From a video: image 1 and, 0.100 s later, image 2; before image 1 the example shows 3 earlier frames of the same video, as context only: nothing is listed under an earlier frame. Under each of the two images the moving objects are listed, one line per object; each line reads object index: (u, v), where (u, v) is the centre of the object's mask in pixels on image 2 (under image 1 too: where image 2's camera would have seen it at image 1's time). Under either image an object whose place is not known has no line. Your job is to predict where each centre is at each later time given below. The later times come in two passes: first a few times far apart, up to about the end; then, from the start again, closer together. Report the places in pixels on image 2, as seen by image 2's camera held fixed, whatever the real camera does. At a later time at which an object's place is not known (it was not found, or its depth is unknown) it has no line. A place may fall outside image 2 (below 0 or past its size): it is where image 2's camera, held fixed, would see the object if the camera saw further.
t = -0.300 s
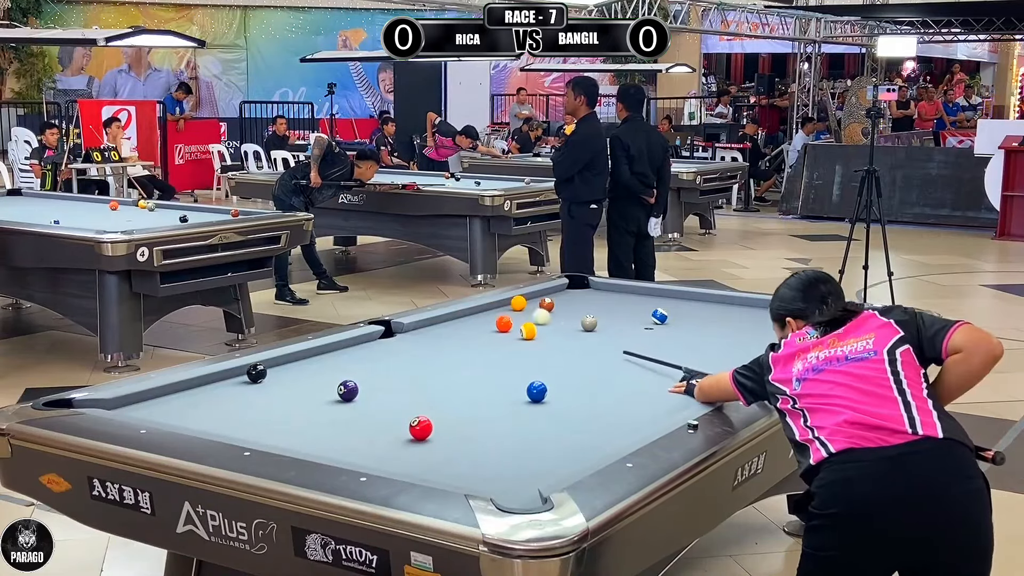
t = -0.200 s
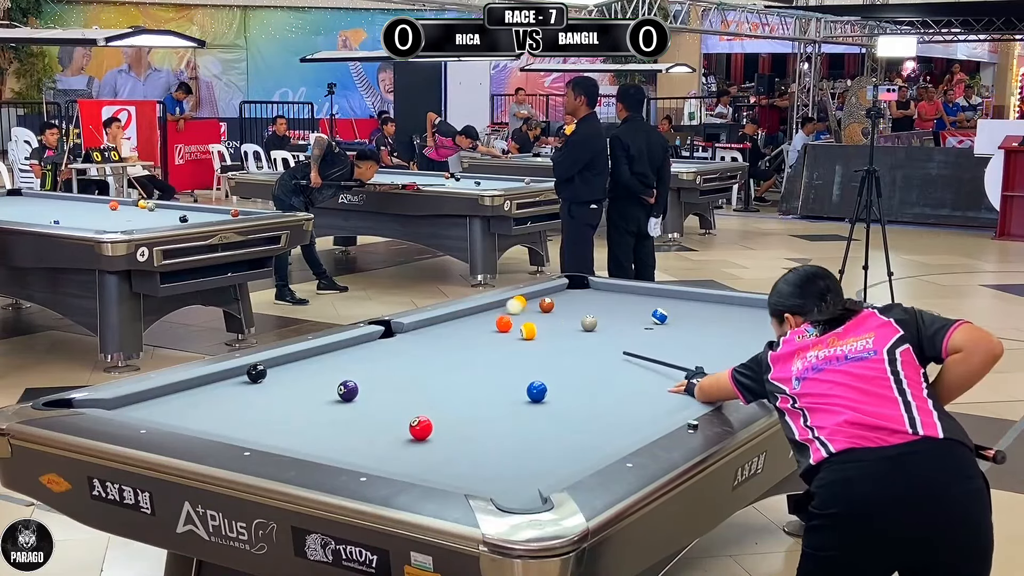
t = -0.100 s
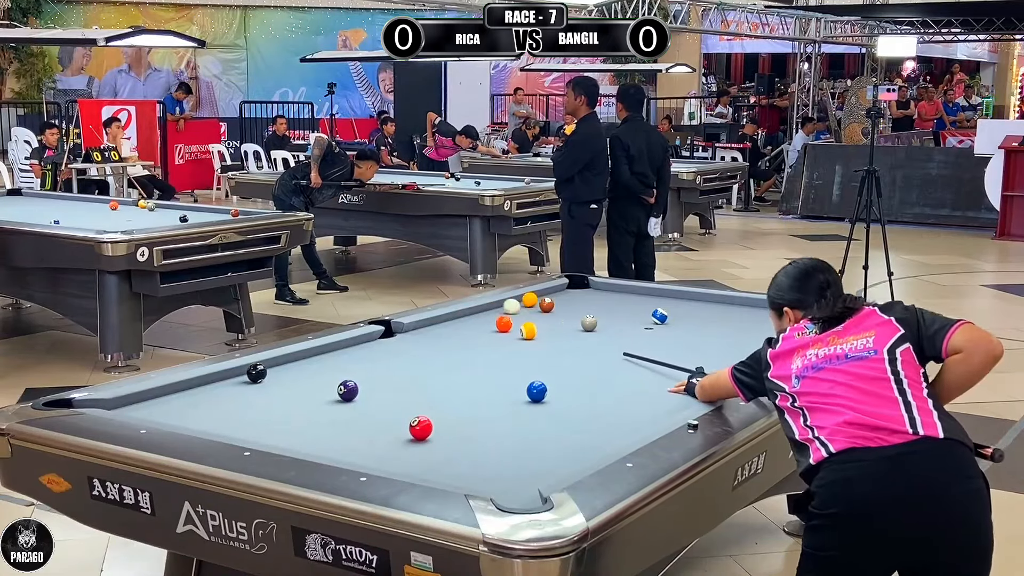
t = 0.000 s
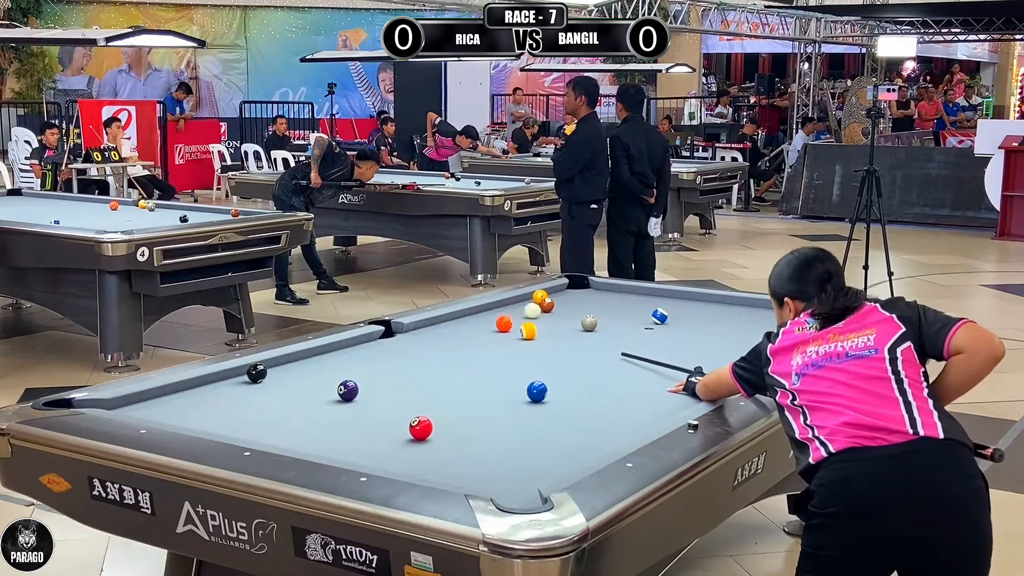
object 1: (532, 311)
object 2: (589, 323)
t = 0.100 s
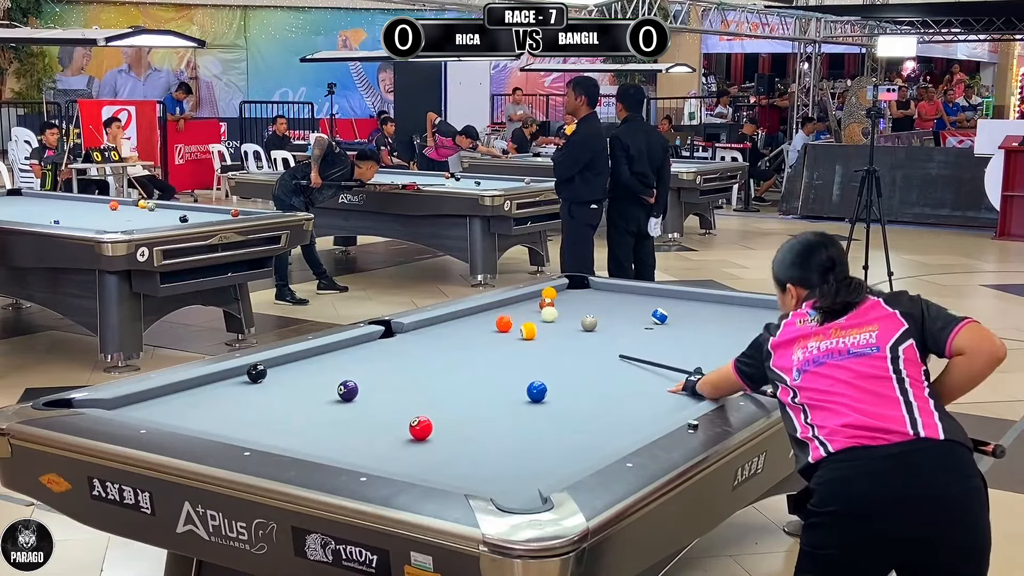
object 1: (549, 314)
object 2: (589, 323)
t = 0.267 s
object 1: (576, 319)
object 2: (589, 323)
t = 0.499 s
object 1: (593, 320)
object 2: (608, 329)
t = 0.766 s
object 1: (609, 321)
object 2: (629, 335)
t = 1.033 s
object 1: (623, 321)
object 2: (648, 341)
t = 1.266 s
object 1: (634, 322)
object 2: (666, 346)
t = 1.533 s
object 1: (644, 322)
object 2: (685, 352)
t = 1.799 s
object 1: (654, 323)
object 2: (704, 357)
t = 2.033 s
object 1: (661, 323)
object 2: (721, 362)
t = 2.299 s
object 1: (667, 323)
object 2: (739, 367)
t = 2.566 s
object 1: (671, 323)
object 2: (756, 371)
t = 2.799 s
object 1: (673, 324)
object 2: (749, 371)
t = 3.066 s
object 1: (674, 323)
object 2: (739, 372)
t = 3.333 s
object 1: (674, 323)
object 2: (730, 372)
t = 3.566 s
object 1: (674, 323)
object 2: (725, 372)
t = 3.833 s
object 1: (674, 323)
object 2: (721, 372)
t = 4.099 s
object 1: (674, 323)
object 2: (719, 371)
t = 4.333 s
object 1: (674, 323)
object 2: (718, 372)
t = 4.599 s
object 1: (674, 323)
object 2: (718, 372)
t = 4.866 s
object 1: (674, 323)
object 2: (718, 372)
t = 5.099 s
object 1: (674, 323)
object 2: (718, 372)
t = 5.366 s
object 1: (674, 323)
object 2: (718, 372)
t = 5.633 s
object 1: (674, 323)
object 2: (718, 372)
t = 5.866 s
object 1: (674, 323)
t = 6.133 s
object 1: (674, 323)
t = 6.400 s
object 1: (674, 323)
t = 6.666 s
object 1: (674, 323)
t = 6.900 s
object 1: (674, 323)
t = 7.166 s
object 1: (674, 323)
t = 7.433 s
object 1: (674, 323)
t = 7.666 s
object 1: (674, 323)
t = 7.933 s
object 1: (674, 323)
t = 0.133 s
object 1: (555, 316)
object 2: (589, 323)
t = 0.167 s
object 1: (560, 317)
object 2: (589, 323)
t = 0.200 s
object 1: (566, 317)
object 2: (589, 323)
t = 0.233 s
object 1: (571, 319)
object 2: (589, 323)
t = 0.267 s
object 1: (576, 319)
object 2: (589, 323)
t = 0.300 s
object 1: (579, 319)
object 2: (591, 324)
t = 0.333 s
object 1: (582, 320)
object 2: (595, 325)
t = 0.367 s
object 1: (584, 320)
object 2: (598, 326)
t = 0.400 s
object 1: (587, 320)
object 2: (601, 327)
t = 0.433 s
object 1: (589, 320)
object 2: (604, 328)
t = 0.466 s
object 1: (591, 320)
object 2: (606, 329)
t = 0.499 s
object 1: (593, 320)
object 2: (608, 329)
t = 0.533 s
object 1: (595, 320)
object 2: (610, 329)
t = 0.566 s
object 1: (597, 321)
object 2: (613, 330)
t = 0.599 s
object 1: (599, 321)
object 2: (615, 330)
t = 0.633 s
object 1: (601, 321)
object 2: (618, 331)
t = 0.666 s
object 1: (603, 321)
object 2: (621, 333)
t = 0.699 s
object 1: (605, 321)
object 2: (623, 334)
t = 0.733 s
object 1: (607, 321)
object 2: (626, 334)
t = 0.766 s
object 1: (609, 321)
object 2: (629, 335)
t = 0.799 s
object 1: (611, 321)
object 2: (631, 336)
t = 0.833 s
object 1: (613, 321)
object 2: (633, 337)
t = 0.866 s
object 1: (615, 321)
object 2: (636, 337)
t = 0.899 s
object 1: (616, 321)
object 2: (639, 338)
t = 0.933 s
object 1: (618, 321)
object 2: (641, 339)
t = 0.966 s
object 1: (620, 321)
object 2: (643, 340)
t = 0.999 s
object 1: (622, 321)
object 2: (646, 340)
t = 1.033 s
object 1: (623, 321)
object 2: (648, 341)
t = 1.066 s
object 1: (625, 321)
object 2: (651, 341)
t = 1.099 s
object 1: (626, 322)
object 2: (654, 343)
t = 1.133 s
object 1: (628, 322)
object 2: (656, 344)
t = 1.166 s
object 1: (629, 322)
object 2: (658, 344)
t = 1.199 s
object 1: (631, 322)
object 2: (661, 345)
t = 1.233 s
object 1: (632, 322)
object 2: (663, 346)
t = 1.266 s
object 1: (634, 322)
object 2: (666, 346)
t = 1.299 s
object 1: (635, 322)
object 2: (668, 347)
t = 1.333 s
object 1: (637, 322)
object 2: (671, 348)
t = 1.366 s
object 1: (638, 322)
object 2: (673, 348)
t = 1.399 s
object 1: (640, 322)
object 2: (676, 349)
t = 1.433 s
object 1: (641, 322)
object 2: (678, 350)
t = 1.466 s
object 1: (642, 322)
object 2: (680, 350)
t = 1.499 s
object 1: (643, 322)
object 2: (683, 351)
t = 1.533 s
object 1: (644, 322)
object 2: (685, 352)
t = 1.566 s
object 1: (646, 323)
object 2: (688, 353)
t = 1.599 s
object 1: (647, 323)
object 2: (690, 354)
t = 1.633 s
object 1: (648, 323)
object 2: (693, 354)
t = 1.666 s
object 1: (650, 323)
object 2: (695, 355)
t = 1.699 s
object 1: (651, 323)
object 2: (697, 355)
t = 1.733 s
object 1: (652, 323)
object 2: (700, 356)
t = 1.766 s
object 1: (653, 323)
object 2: (702, 357)
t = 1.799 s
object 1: (654, 323)
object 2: (704, 357)
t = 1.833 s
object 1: (655, 323)
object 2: (707, 357)
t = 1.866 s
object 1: (656, 323)
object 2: (709, 358)
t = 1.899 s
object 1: (657, 323)
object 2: (712, 359)
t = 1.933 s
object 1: (658, 323)
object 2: (714, 360)
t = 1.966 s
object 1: (659, 323)
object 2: (716, 361)
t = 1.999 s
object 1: (660, 323)
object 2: (718, 362)
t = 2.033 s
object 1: (661, 323)
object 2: (721, 362)
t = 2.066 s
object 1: (661, 323)
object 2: (723, 363)
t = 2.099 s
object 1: (662, 323)
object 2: (726, 364)
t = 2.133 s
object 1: (663, 323)
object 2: (728, 364)
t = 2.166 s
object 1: (664, 323)
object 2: (730, 365)
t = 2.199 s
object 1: (664, 323)
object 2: (732, 366)
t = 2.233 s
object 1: (665, 323)
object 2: (735, 366)
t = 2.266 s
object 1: (666, 323)
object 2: (737, 367)
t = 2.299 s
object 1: (667, 323)
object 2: (739, 367)
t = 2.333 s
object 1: (667, 323)
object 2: (741, 368)
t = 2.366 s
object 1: (668, 323)
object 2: (744, 369)
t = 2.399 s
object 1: (668, 323)
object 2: (746, 369)
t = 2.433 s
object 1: (669, 323)
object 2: (748, 370)
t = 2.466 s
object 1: (669, 323)
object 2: (750, 370)
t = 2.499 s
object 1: (670, 323)
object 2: (752, 370)
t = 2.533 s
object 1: (670, 323)
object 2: (754, 370)
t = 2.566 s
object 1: (671, 323)
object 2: (756, 371)
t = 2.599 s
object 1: (671, 324)
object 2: (757, 371)
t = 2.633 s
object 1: (671, 324)
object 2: (755, 371)
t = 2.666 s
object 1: (672, 324)
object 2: (754, 371)
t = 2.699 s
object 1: (672, 324)
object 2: (753, 371)
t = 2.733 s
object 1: (673, 324)
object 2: (752, 371)
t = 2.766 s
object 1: (673, 324)
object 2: (750, 372)
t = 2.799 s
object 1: (673, 324)
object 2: (749, 371)
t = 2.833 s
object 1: (673, 324)
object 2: (748, 371)
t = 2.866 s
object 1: (673, 324)
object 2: (746, 372)
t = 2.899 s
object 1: (673, 324)
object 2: (745, 372)
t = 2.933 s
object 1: (674, 324)
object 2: (743, 372)
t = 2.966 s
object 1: (674, 324)
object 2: (742, 372)
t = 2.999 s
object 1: (674, 324)
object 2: (741, 372)
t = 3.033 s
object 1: (674, 324)
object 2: (740, 372)
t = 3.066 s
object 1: (674, 323)
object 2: (739, 372)
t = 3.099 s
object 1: (674, 323)
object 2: (738, 372)
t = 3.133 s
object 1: (674, 323)
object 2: (736, 372)
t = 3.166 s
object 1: (674, 323)
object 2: (735, 372)
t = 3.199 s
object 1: (674, 323)
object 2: (734, 372)
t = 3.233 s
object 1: (674, 323)
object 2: (733, 372)
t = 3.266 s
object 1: (674, 323)
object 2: (732, 372)
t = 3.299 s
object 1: (674, 323)
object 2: (731, 372)
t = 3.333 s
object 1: (674, 323)
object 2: (730, 372)
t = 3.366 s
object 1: (674, 323)
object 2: (730, 372)
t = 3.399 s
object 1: (674, 323)
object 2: (729, 372)
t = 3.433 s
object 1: (674, 323)
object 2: (728, 372)
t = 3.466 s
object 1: (674, 323)
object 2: (727, 372)
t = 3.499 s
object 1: (674, 323)
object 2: (726, 372)
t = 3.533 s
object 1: (674, 323)
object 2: (726, 372)
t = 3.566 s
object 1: (674, 323)
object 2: (725, 372)
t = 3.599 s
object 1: (674, 323)
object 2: (725, 372)
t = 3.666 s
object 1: (674, 323)
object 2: (724, 372)
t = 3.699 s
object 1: (674, 323)
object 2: (723, 372)
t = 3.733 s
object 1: (674, 323)
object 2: (723, 372)
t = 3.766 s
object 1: (674, 323)
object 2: (722, 372)
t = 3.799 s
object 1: (674, 323)
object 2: (722, 372)
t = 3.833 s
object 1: (674, 323)
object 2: (721, 372)
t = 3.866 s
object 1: (674, 323)
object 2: (721, 372)
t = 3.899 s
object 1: (674, 323)
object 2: (721, 372)
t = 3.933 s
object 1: (674, 323)
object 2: (720, 372)
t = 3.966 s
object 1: (674, 323)
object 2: (720, 372)
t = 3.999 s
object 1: (674, 323)
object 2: (720, 372)
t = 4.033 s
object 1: (674, 323)
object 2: (719, 372)
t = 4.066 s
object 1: (674, 323)
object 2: (719, 372)
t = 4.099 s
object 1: (674, 323)
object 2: (719, 371)
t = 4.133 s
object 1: (674, 323)
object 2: (719, 372)
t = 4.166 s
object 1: (674, 323)
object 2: (718, 372)
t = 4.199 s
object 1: (674, 323)
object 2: (718, 372)
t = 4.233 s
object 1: (674, 323)
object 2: (718, 372)
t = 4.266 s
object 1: (674, 323)
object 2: (718, 372)
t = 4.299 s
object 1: (674, 323)
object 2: (718, 372)
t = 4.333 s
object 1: (674, 323)
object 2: (718, 372)
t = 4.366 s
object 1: (674, 323)
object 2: (718, 372)
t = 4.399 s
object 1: (674, 323)
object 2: (718, 372)
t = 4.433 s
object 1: (674, 323)
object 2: (718, 372)
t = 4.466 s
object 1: (674, 323)
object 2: (718, 372)
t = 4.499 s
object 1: (674, 323)
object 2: (718, 372)
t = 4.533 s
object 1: (674, 323)
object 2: (718, 372)
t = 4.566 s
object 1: (674, 323)
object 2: (718, 372)
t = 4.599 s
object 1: (674, 323)
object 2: (718, 372)
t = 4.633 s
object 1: (674, 323)
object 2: (718, 372)
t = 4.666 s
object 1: (674, 323)
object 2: (718, 372)
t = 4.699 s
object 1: (674, 323)
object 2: (718, 372)
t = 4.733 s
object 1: (674, 323)
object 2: (718, 372)
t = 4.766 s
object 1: (674, 323)
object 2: (718, 372)
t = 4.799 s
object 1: (674, 323)
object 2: (718, 372)
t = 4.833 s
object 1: (674, 323)
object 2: (718, 372)
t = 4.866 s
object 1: (674, 323)
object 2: (718, 372)
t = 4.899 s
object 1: (674, 323)
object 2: (718, 372)
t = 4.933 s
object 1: (674, 323)
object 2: (718, 372)
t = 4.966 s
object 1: (674, 323)
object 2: (718, 372)
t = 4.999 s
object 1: (674, 323)
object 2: (718, 372)
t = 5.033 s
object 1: (674, 323)
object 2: (718, 372)
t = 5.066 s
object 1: (674, 323)
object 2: (718, 372)
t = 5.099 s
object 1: (674, 323)
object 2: (718, 372)
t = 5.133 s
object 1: (674, 323)
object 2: (718, 372)
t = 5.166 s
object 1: (674, 323)
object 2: (718, 372)
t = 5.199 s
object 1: (674, 323)
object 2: (718, 372)
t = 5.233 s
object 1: (674, 323)
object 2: (718, 372)
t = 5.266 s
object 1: (674, 323)
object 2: (718, 372)
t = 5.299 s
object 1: (674, 323)
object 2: (718, 372)
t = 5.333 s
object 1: (674, 323)
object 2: (718, 372)
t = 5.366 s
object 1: (674, 323)
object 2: (718, 372)
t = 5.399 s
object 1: (674, 323)
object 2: (718, 372)
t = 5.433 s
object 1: (674, 323)
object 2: (718, 372)
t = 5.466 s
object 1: (674, 323)
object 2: (718, 372)
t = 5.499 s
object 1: (674, 323)
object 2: (718, 372)
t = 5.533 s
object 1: (674, 323)
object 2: (718, 372)
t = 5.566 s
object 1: (674, 323)
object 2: (718, 372)
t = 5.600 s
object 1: (674, 323)
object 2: (718, 372)
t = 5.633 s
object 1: (674, 323)
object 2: (718, 372)
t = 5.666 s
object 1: (674, 323)
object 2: (718, 372)
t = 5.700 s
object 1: (674, 323)
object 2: (718, 372)
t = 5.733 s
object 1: (674, 323)
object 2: (718, 372)
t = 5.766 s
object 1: (674, 323)
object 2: (718, 372)
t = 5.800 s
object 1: (674, 323)
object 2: (718, 372)
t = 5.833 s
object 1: (674, 323)
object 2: (718, 372)
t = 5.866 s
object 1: (674, 323)
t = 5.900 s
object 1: (674, 323)
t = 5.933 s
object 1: (674, 323)
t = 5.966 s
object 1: (674, 323)
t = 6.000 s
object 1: (674, 323)
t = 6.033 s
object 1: (674, 323)
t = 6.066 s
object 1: (674, 323)
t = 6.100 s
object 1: (674, 323)
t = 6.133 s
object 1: (674, 323)
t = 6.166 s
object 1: (674, 323)
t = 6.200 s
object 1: (674, 323)
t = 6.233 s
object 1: (674, 323)
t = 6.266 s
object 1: (674, 323)
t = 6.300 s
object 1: (674, 323)
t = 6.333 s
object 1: (674, 323)
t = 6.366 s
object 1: (674, 323)
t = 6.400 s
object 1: (674, 323)
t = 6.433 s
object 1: (674, 323)
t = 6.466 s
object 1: (674, 323)
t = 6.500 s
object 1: (674, 323)
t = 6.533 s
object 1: (674, 323)
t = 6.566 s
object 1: (674, 323)
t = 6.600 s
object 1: (674, 323)
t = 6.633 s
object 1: (674, 323)
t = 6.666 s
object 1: (674, 323)
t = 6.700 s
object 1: (674, 323)
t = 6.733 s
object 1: (674, 323)
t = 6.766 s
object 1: (674, 323)
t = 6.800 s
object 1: (674, 323)
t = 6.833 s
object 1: (674, 323)
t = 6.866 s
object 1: (674, 323)
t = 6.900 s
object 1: (674, 323)
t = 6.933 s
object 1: (674, 323)
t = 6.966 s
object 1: (674, 323)
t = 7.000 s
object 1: (674, 323)
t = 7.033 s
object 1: (674, 323)
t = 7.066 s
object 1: (674, 323)
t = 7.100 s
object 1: (674, 323)
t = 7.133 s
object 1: (674, 323)
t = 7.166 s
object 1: (674, 323)
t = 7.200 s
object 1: (674, 323)
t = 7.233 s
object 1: (674, 323)
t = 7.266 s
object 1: (674, 323)
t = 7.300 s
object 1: (674, 323)
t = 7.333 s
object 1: (674, 323)
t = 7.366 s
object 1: (674, 323)
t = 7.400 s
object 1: (674, 323)
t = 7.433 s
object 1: (674, 323)
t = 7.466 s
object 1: (674, 323)
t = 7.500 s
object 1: (674, 323)
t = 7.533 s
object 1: (674, 323)
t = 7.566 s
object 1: (674, 323)
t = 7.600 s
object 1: (674, 323)
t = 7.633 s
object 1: (674, 323)
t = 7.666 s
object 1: (674, 323)
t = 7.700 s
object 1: (674, 323)
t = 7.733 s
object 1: (674, 323)
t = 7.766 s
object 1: (674, 323)
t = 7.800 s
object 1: (674, 323)
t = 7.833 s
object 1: (674, 323)
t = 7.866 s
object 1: (674, 323)
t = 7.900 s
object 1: (674, 323)
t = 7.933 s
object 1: (674, 323)
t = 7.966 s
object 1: (674, 323)
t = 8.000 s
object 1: (674, 323)
